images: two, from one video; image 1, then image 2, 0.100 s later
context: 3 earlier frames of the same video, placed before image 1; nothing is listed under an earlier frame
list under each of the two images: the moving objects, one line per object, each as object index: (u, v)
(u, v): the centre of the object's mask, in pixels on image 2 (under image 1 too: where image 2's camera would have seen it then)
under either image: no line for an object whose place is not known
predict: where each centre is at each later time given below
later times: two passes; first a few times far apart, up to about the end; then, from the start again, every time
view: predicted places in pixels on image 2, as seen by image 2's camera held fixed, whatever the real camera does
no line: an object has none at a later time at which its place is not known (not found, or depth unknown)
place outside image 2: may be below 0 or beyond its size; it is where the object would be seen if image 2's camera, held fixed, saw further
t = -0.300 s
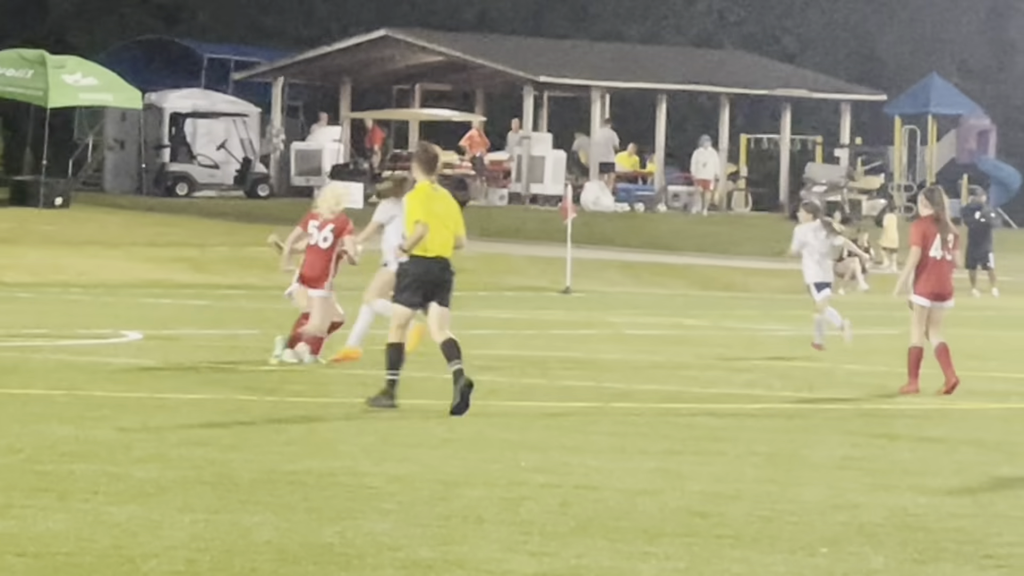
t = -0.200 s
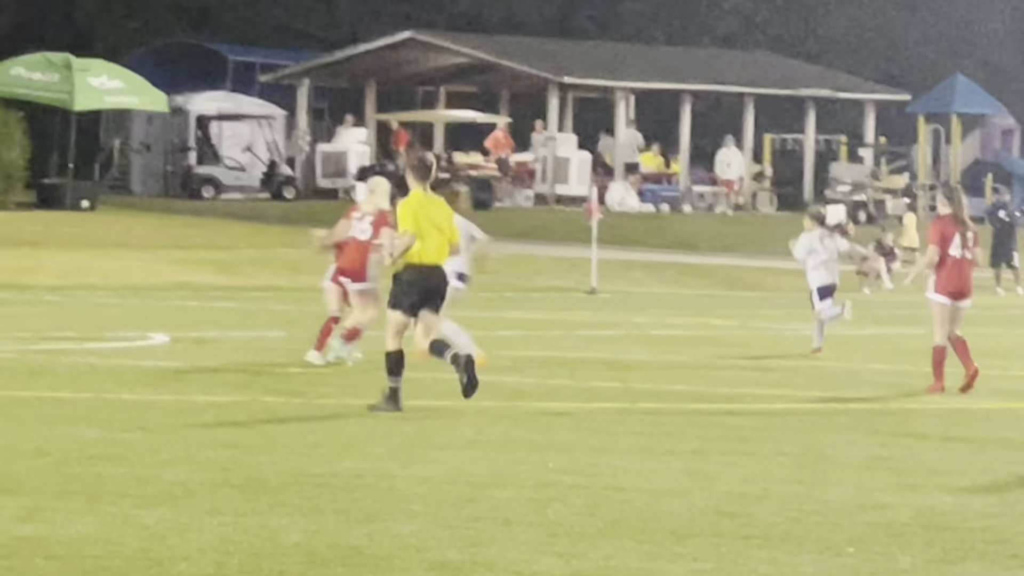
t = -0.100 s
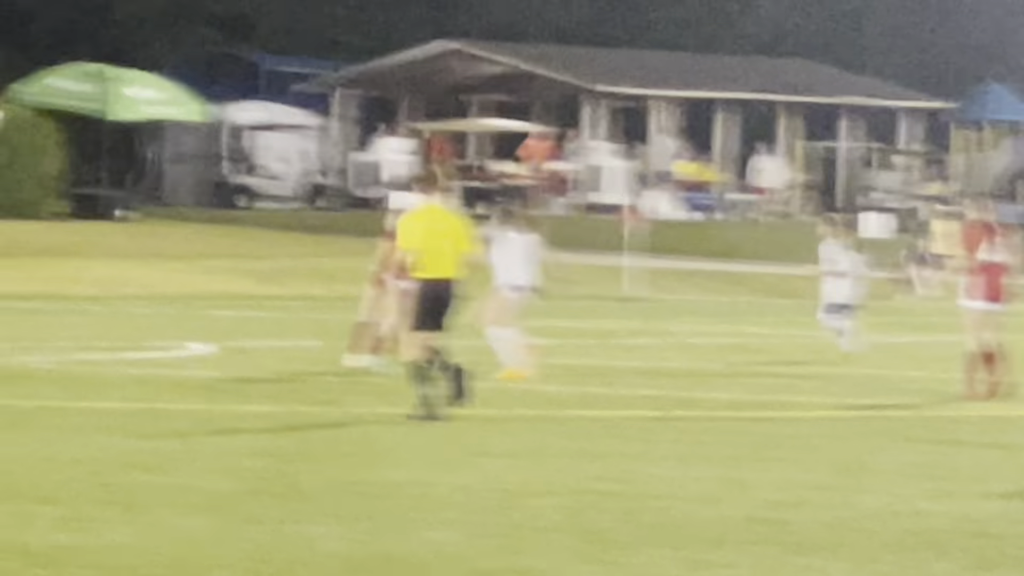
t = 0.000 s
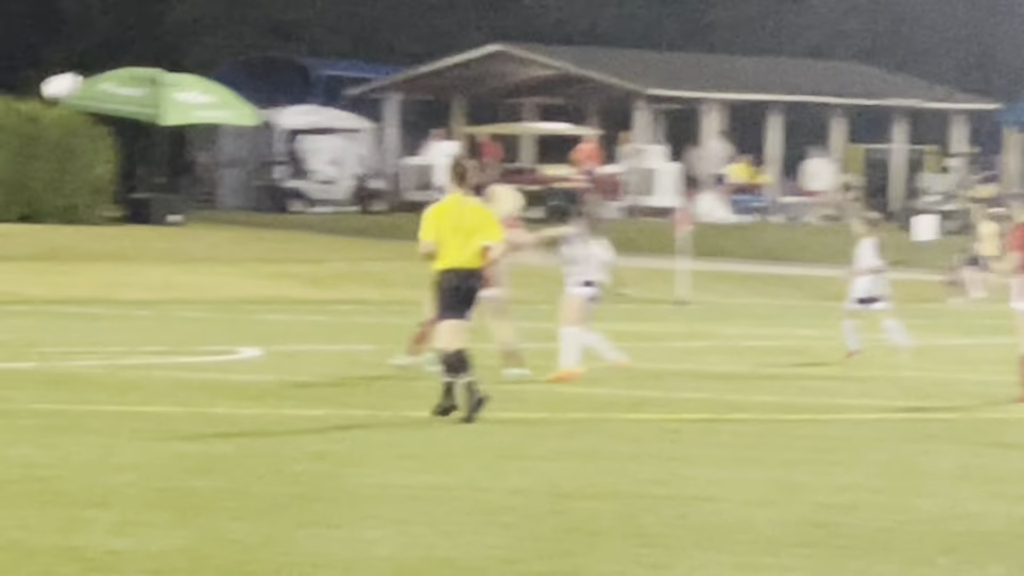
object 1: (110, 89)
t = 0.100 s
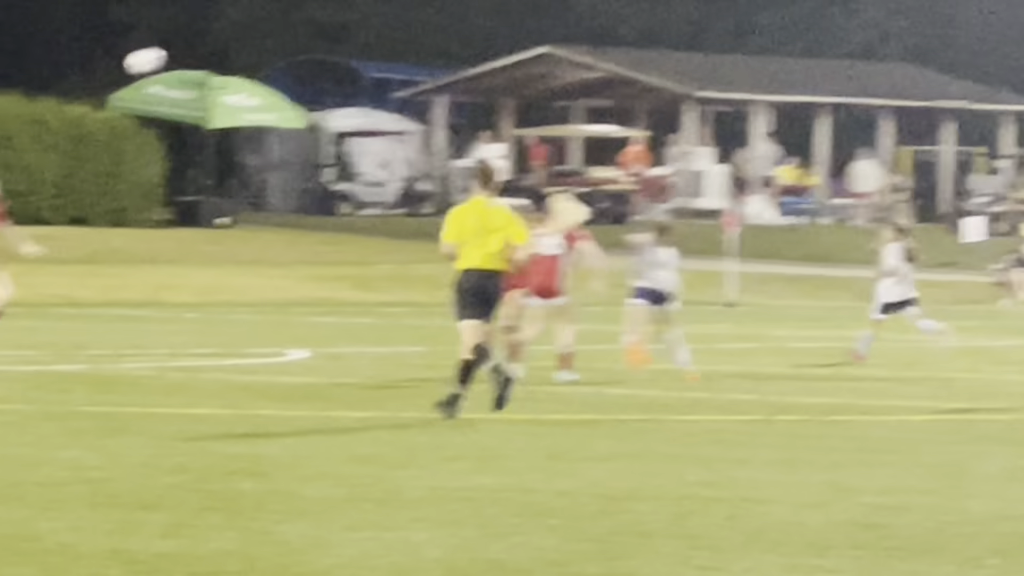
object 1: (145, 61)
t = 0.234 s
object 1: (191, 40)
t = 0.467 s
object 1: (272, 50)
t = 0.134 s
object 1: (157, 54)
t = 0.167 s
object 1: (168, 48)
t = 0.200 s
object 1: (180, 44)
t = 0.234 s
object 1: (191, 40)
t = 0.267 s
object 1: (203, 38)
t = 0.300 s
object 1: (214, 37)
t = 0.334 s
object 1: (226, 38)
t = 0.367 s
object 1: (237, 39)
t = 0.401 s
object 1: (249, 41)
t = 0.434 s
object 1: (260, 45)
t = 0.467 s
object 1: (272, 50)
